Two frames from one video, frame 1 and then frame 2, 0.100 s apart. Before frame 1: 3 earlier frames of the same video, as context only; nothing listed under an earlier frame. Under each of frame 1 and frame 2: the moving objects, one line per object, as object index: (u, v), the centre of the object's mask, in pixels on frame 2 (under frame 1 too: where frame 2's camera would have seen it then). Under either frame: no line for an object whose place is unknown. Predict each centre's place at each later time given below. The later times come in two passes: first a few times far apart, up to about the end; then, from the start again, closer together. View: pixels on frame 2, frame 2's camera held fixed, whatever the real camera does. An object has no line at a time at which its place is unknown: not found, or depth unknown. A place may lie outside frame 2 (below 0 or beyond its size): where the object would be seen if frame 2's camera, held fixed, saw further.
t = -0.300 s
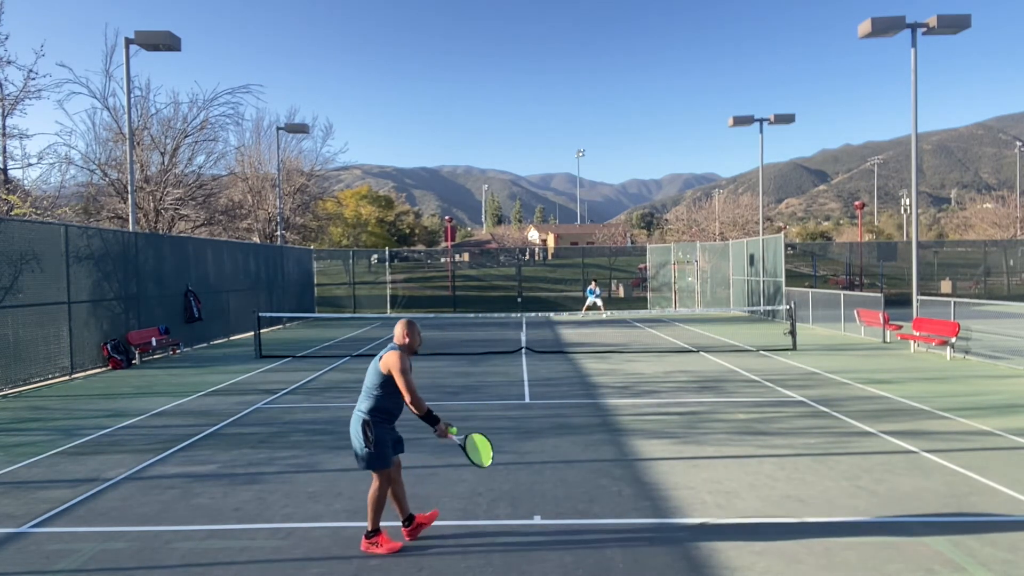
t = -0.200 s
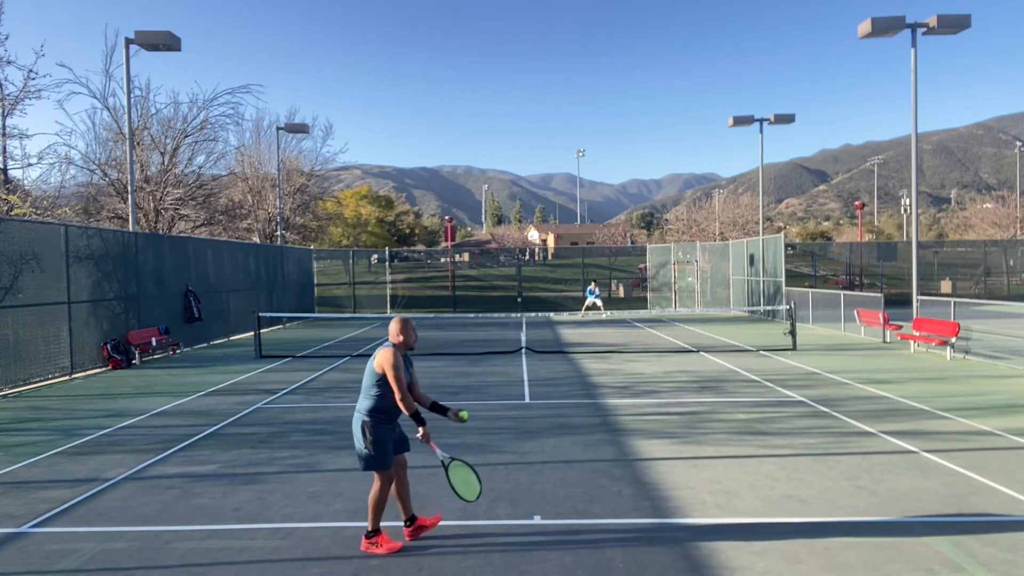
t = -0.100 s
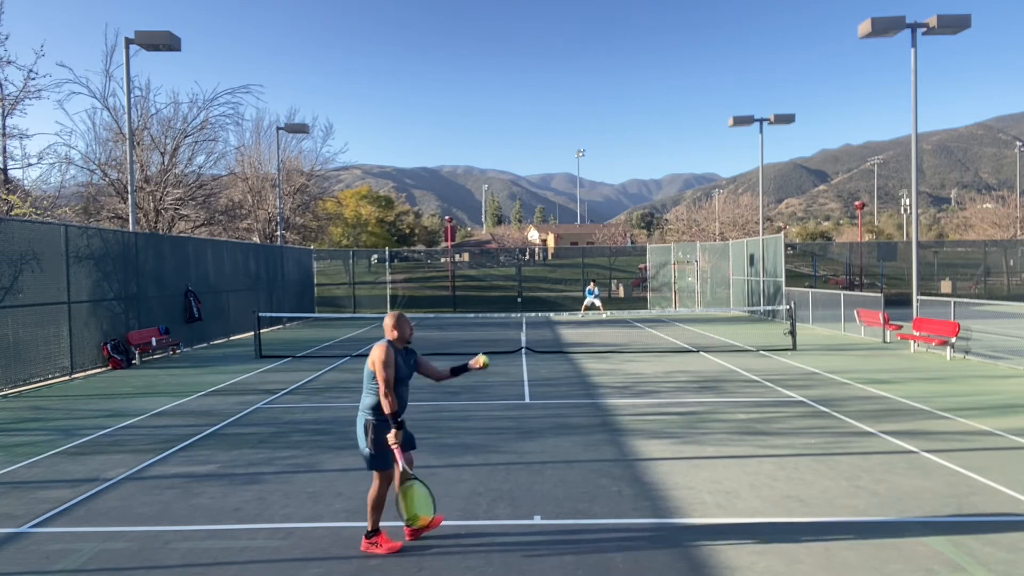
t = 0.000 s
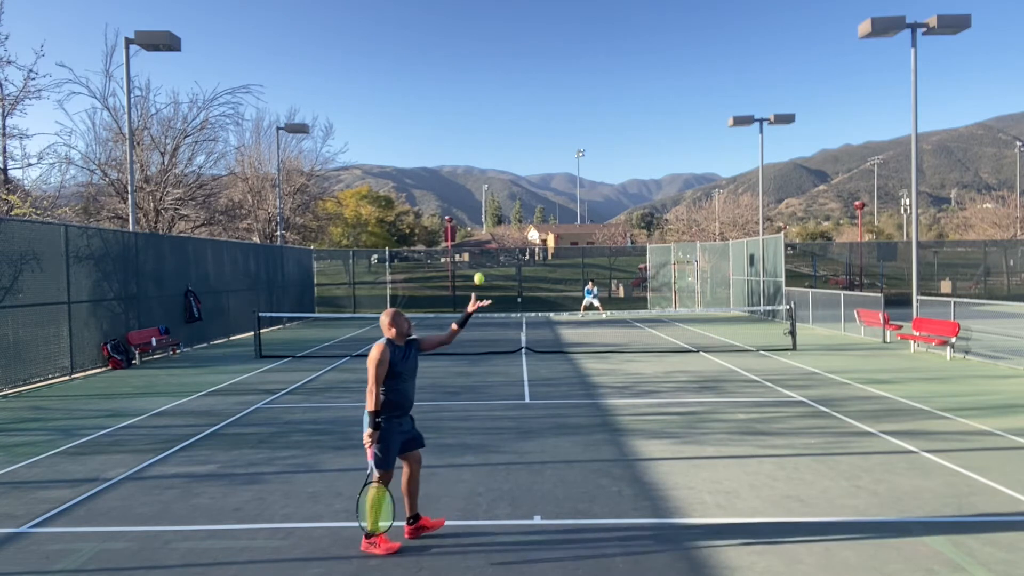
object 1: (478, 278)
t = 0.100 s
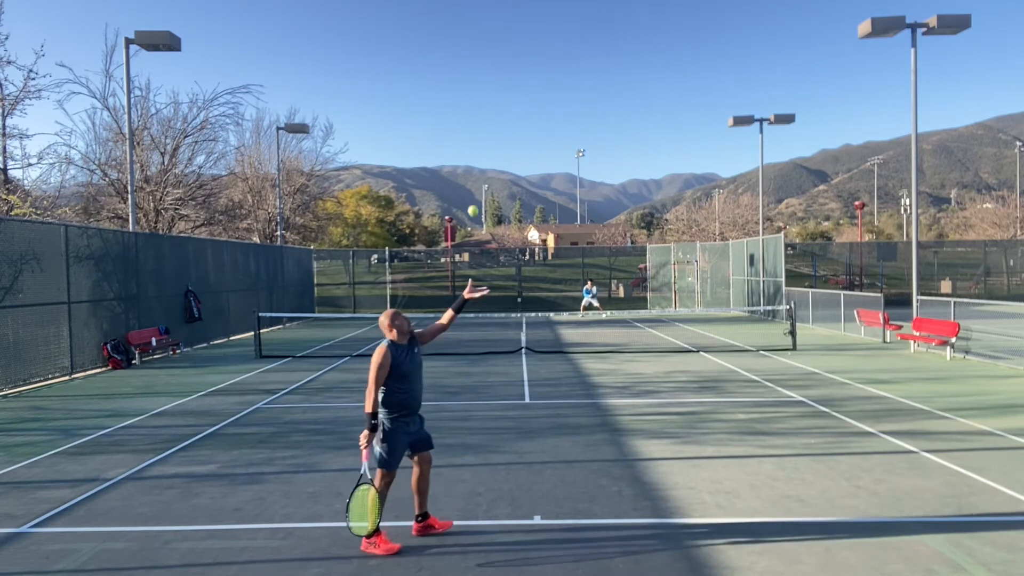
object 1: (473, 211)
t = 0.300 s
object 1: (462, 120)
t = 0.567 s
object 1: (451, 85)
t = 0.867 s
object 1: (442, 154)
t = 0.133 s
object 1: (471, 191)
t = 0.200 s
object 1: (467, 157)
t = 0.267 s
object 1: (463, 131)
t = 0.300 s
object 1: (462, 120)
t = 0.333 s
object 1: (460, 110)
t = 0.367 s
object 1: (459, 102)
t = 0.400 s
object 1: (457, 95)
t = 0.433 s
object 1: (456, 90)
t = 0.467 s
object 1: (455, 87)
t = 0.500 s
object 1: (454, 85)
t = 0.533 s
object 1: (452, 84)
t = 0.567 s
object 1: (451, 85)
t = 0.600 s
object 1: (450, 88)
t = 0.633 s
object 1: (448, 91)
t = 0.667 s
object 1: (447, 96)
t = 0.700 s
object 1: (446, 103)
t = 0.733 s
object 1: (446, 110)
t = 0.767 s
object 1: (445, 119)
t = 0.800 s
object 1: (444, 130)
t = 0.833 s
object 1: (443, 141)
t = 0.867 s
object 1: (442, 154)
